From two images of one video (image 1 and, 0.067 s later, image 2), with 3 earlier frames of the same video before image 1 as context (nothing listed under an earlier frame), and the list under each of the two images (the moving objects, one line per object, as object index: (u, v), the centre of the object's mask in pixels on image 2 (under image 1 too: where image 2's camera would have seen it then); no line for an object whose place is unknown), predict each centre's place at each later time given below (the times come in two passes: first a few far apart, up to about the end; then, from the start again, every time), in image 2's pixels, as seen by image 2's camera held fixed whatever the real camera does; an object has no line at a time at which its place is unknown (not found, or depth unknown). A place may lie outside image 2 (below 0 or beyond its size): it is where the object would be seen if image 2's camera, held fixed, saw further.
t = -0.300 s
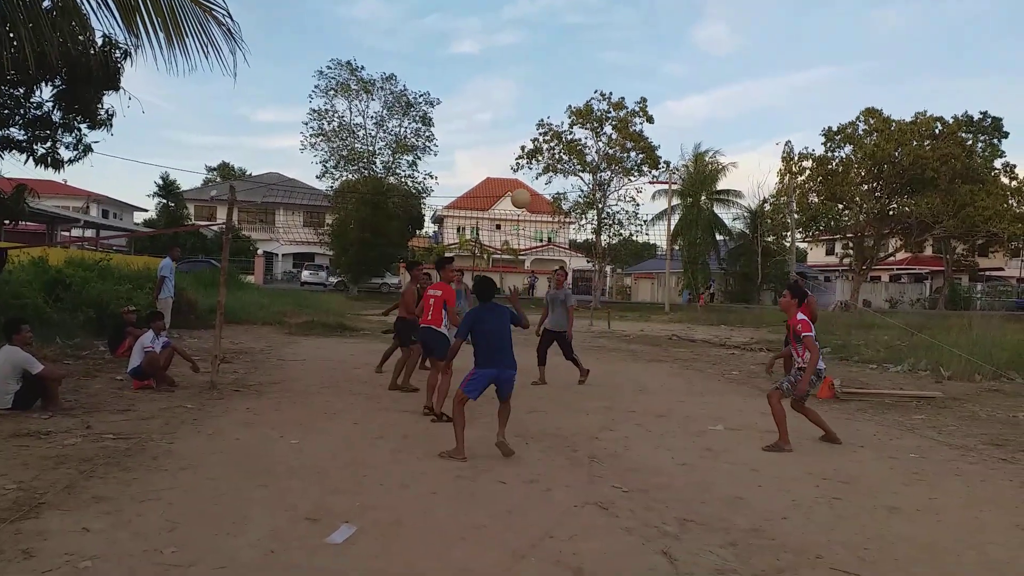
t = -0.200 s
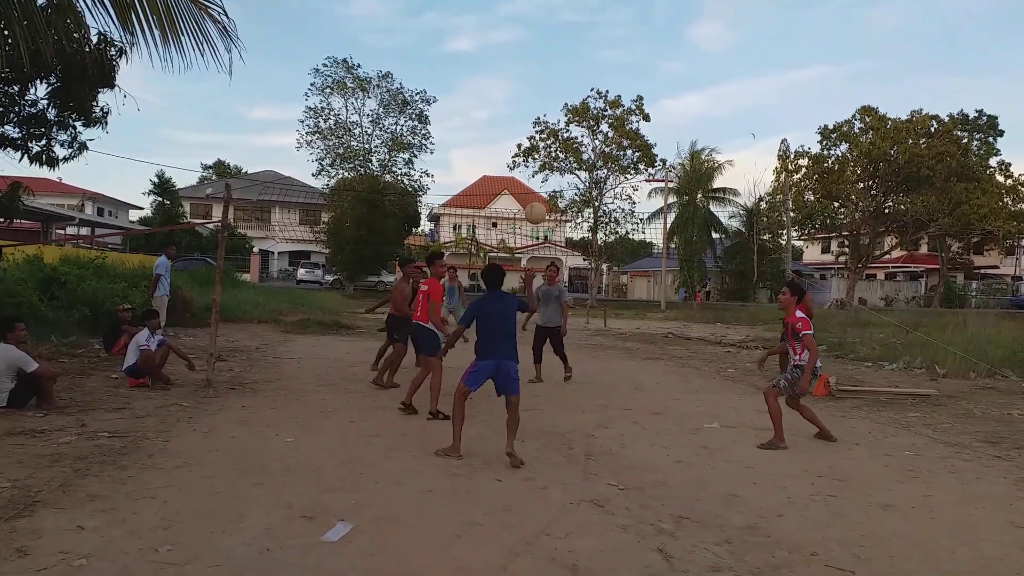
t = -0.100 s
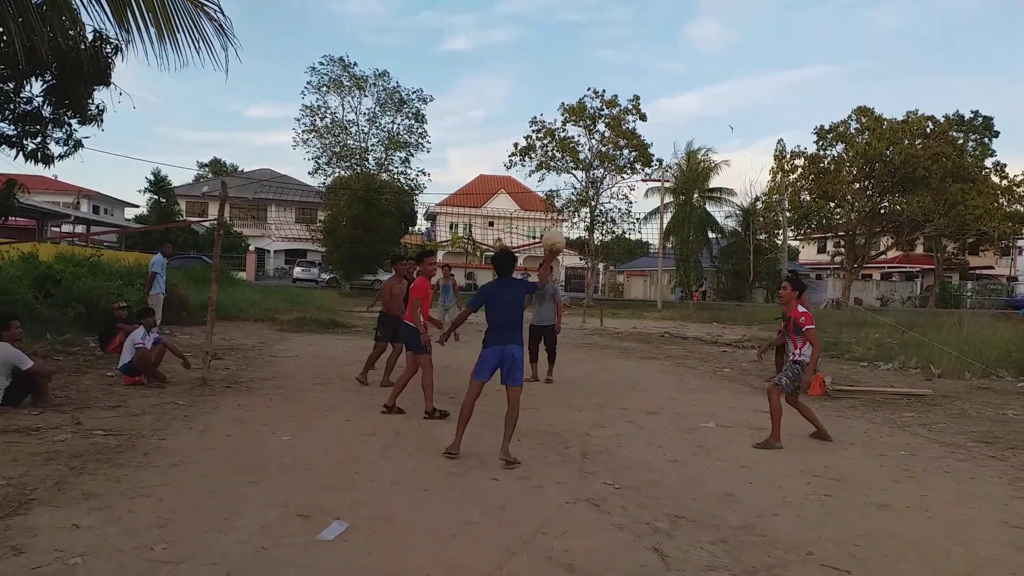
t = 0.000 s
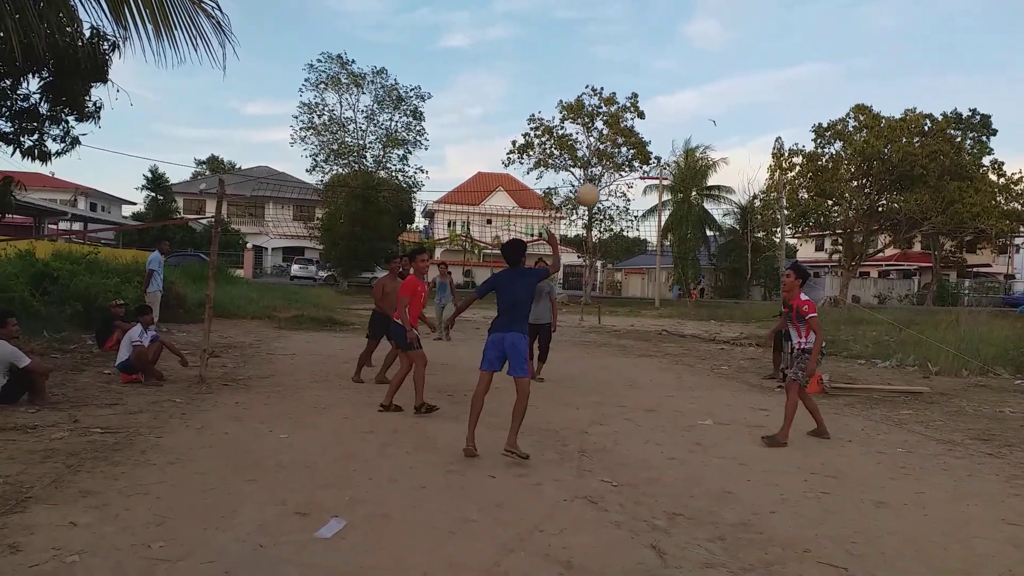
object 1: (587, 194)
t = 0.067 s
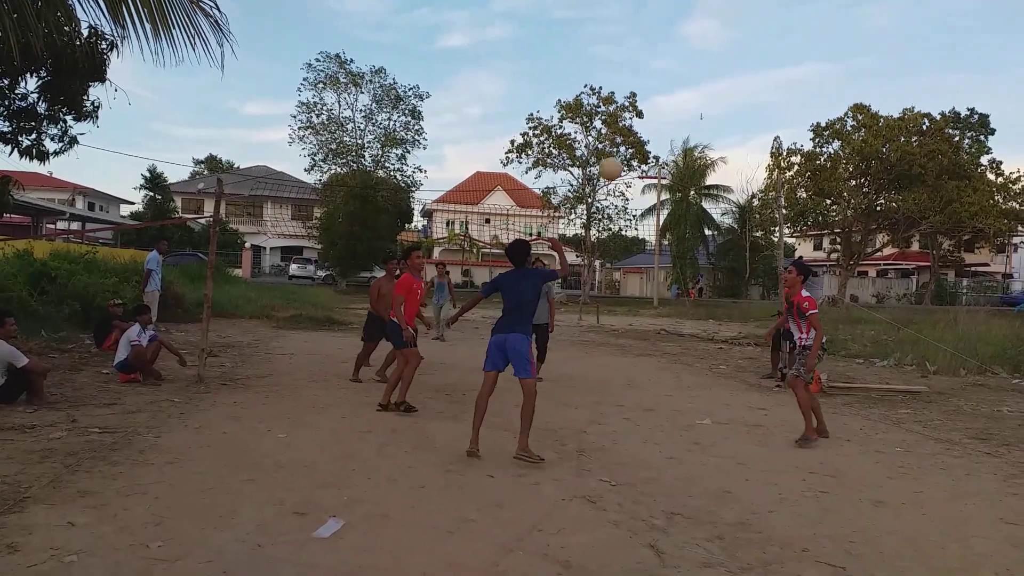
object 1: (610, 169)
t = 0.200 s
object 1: (656, 133)
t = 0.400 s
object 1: (719, 117)
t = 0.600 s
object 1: (776, 145)
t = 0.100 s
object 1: (622, 159)
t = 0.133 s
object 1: (634, 149)
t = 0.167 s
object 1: (644, 141)
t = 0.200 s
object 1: (656, 133)
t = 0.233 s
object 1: (666, 127)
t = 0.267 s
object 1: (677, 122)
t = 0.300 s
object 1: (688, 119)
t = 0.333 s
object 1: (698, 117)
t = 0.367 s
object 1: (708, 116)
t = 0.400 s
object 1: (719, 117)
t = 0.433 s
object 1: (728, 119)
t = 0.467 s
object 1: (738, 122)
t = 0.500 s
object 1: (748, 126)
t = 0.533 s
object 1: (758, 131)
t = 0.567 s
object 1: (767, 137)
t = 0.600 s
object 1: (776, 145)
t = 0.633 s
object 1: (786, 151)
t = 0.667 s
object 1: (794, 161)
